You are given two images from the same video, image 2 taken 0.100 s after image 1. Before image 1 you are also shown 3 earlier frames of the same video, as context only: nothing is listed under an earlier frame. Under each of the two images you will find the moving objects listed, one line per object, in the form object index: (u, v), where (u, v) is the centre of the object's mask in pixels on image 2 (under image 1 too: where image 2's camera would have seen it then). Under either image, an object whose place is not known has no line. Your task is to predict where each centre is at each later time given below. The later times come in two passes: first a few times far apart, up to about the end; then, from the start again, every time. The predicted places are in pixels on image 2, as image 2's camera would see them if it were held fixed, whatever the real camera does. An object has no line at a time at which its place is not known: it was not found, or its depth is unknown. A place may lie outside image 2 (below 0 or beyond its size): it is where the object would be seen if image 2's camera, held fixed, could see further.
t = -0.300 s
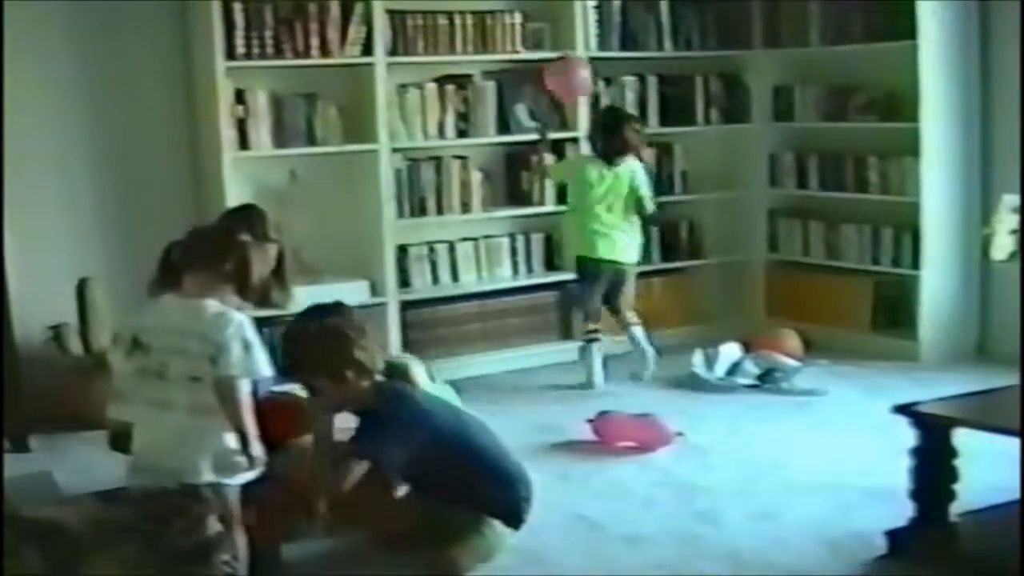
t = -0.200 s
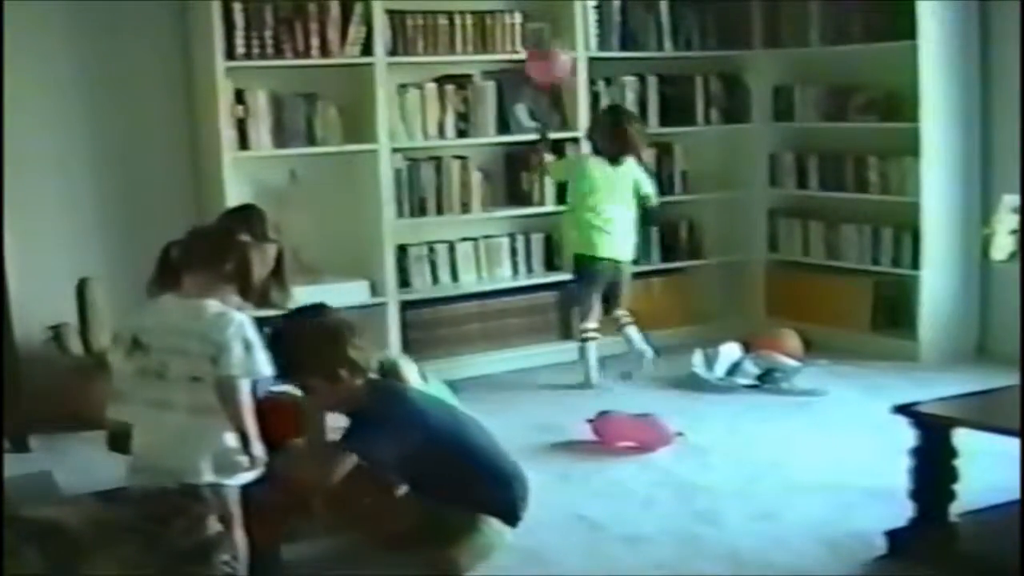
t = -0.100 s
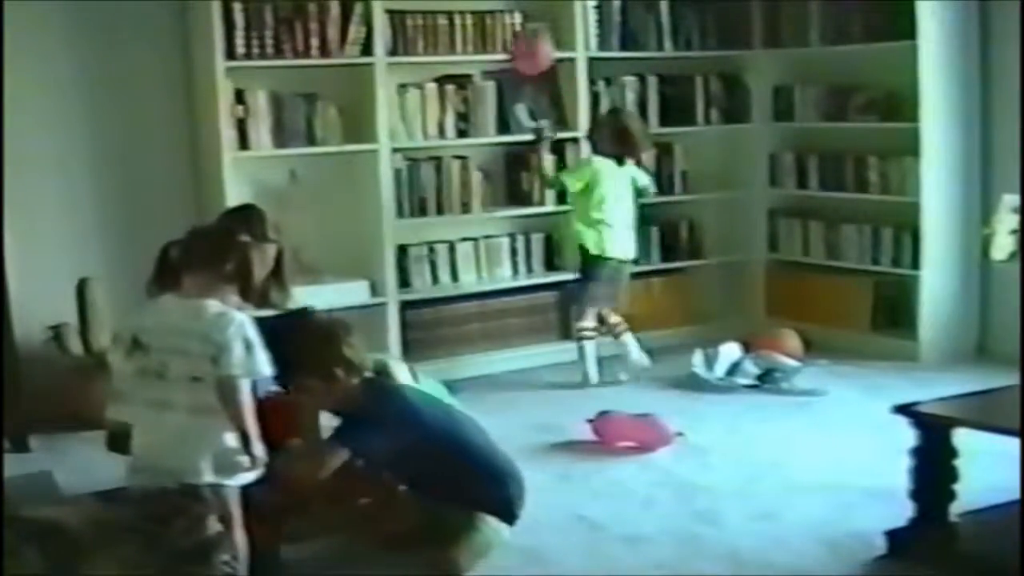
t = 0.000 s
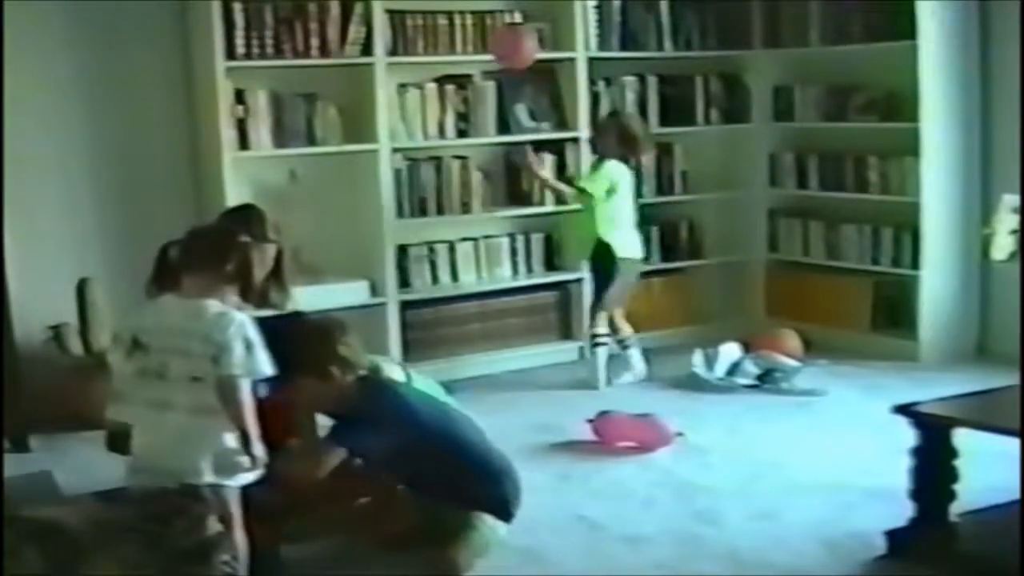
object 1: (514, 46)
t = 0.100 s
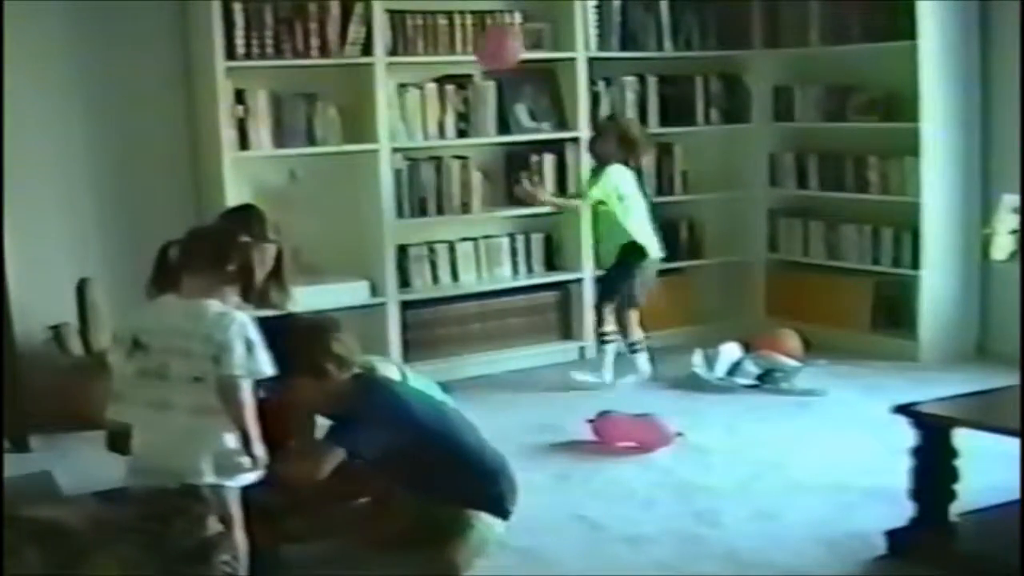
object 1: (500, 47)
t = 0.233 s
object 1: (481, 53)
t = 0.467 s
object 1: (452, 89)
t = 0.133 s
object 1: (496, 48)
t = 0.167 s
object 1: (491, 50)
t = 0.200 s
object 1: (485, 52)
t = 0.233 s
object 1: (481, 53)
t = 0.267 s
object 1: (476, 58)
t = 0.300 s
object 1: (472, 62)
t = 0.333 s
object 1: (468, 66)
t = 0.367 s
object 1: (463, 72)
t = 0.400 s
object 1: (459, 77)
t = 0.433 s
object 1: (455, 82)
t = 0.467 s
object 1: (452, 89)
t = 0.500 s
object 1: (449, 95)
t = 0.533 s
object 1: (447, 101)
